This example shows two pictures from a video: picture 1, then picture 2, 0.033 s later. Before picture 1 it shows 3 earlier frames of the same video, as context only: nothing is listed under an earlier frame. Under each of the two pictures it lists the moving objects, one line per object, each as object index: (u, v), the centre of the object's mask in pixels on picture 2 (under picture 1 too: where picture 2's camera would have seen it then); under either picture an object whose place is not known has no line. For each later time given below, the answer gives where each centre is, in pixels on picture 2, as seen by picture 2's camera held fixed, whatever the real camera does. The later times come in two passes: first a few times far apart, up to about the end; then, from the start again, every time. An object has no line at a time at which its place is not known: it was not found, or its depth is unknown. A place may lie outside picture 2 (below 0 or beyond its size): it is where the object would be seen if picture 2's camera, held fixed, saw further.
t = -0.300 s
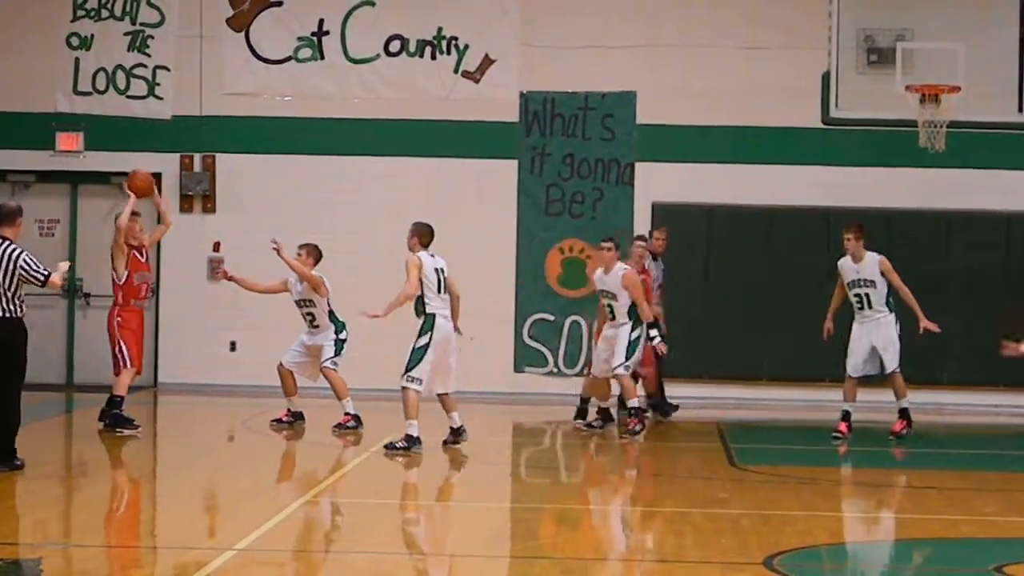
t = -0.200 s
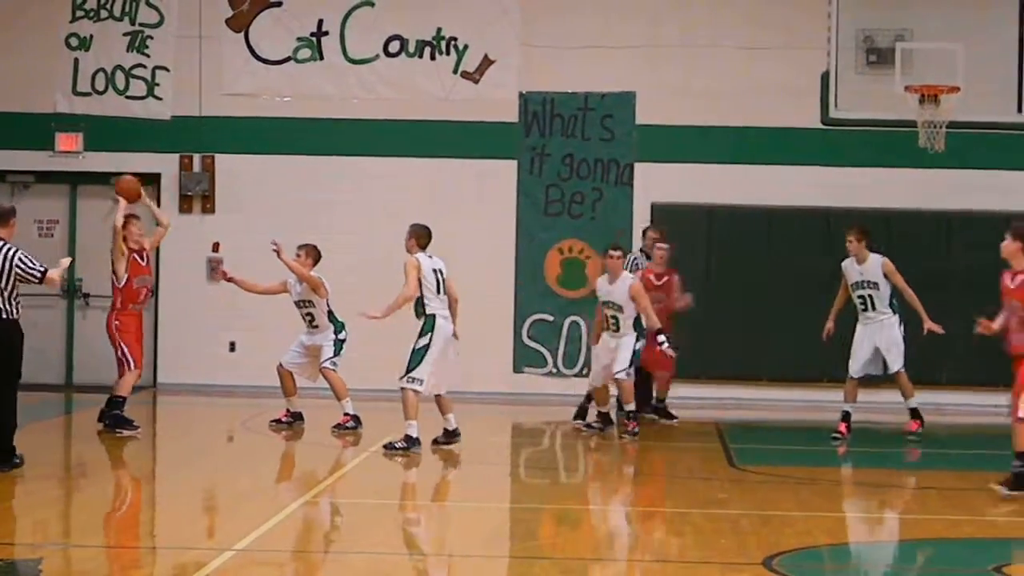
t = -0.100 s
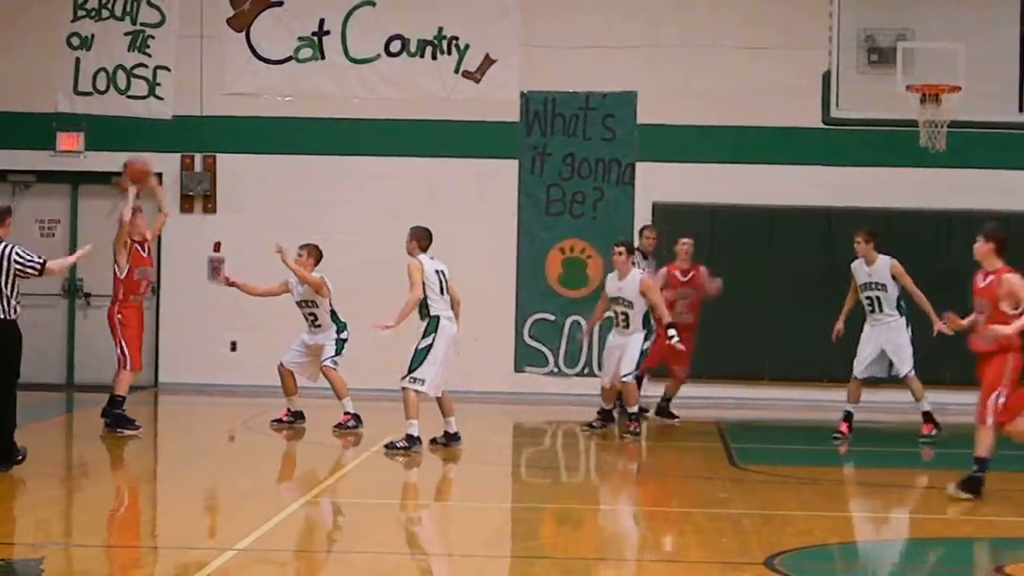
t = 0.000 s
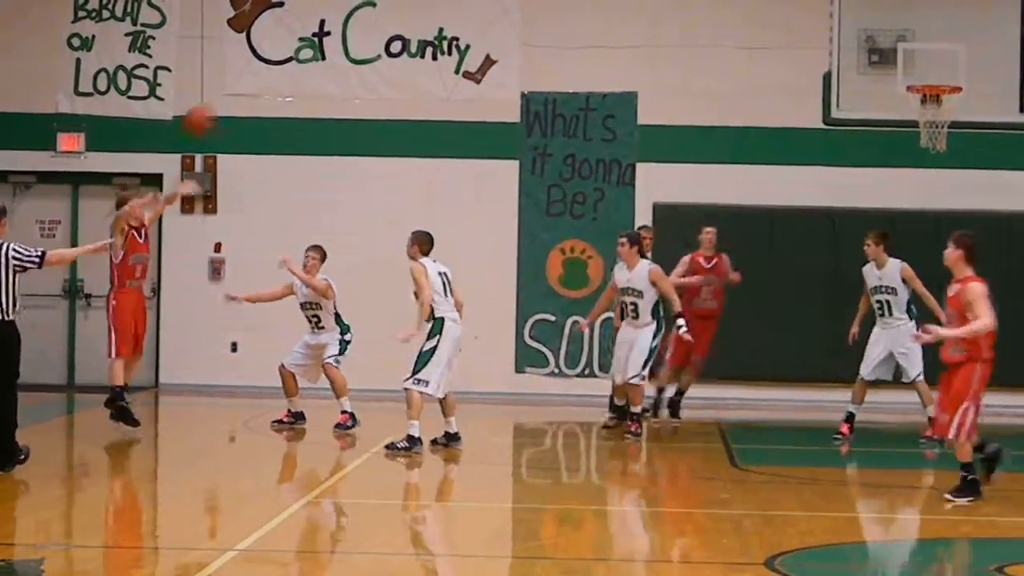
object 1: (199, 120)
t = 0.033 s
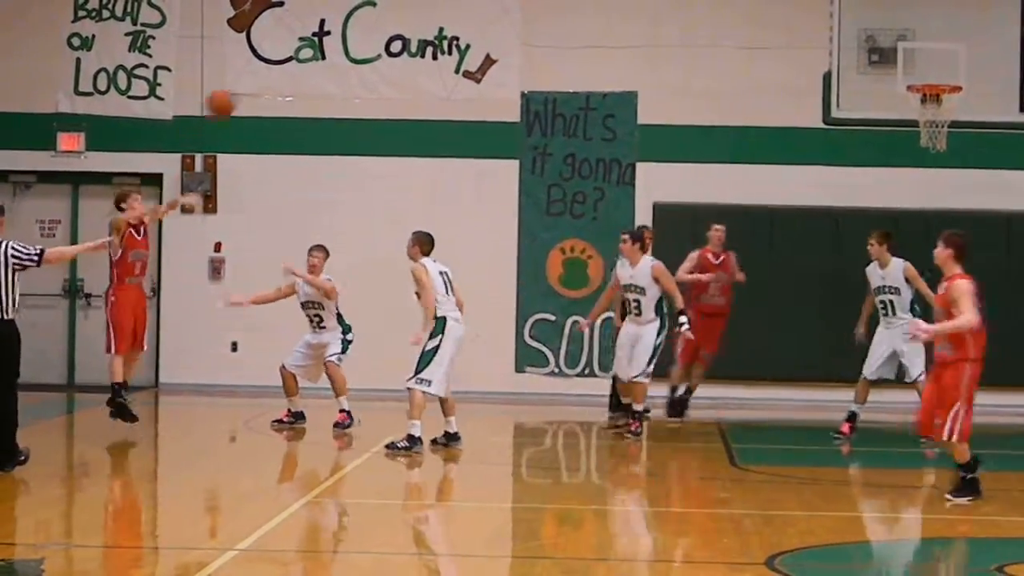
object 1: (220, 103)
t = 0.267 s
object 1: (385, 30)
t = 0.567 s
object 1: (625, 38)
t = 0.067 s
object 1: (244, 89)
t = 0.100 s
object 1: (266, 77)
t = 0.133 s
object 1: (290, 65)
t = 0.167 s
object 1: (312, 54)
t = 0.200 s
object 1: (337, 45)
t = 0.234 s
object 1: (362, 37)
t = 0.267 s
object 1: (385, 30)
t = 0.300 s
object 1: (411, 25)
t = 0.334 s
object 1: (436, 23)
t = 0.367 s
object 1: (462, 20)
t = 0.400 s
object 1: (488, 19)
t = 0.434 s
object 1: (515, 21)
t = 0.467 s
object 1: (542, 23)
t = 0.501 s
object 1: (569, 27)
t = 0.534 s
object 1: (598, 32)
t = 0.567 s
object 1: (625, 38)
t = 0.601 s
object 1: (654, 48)
